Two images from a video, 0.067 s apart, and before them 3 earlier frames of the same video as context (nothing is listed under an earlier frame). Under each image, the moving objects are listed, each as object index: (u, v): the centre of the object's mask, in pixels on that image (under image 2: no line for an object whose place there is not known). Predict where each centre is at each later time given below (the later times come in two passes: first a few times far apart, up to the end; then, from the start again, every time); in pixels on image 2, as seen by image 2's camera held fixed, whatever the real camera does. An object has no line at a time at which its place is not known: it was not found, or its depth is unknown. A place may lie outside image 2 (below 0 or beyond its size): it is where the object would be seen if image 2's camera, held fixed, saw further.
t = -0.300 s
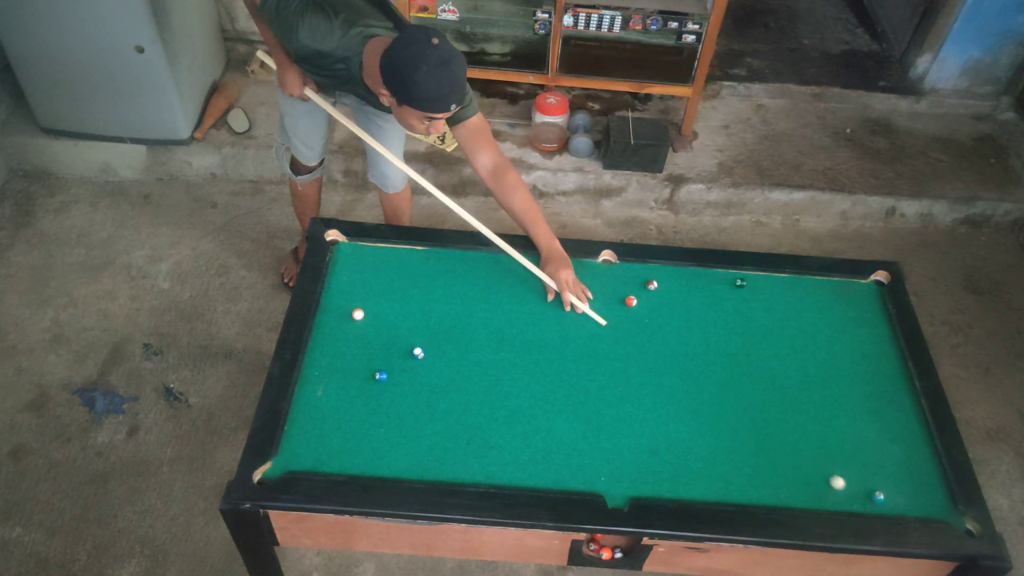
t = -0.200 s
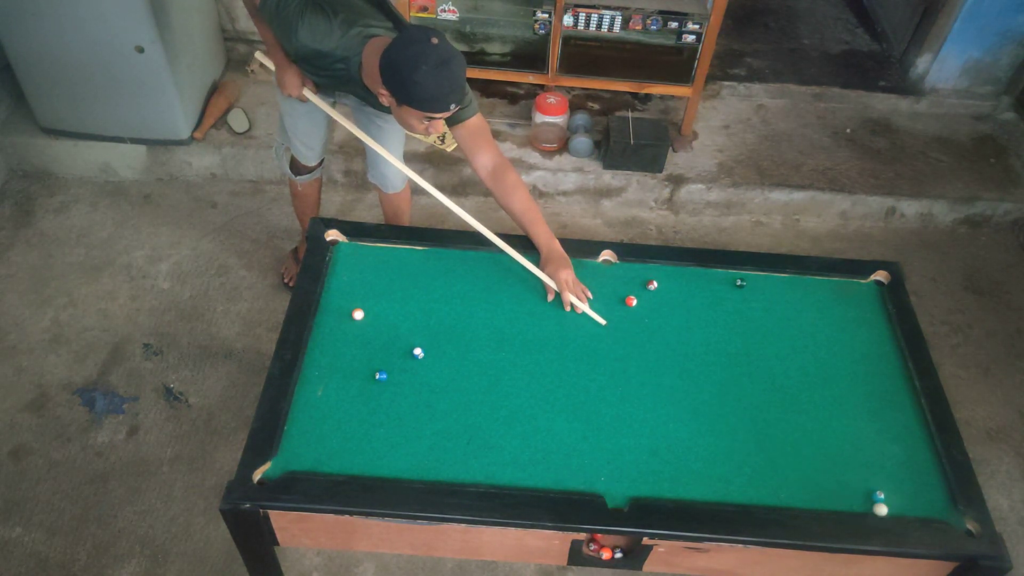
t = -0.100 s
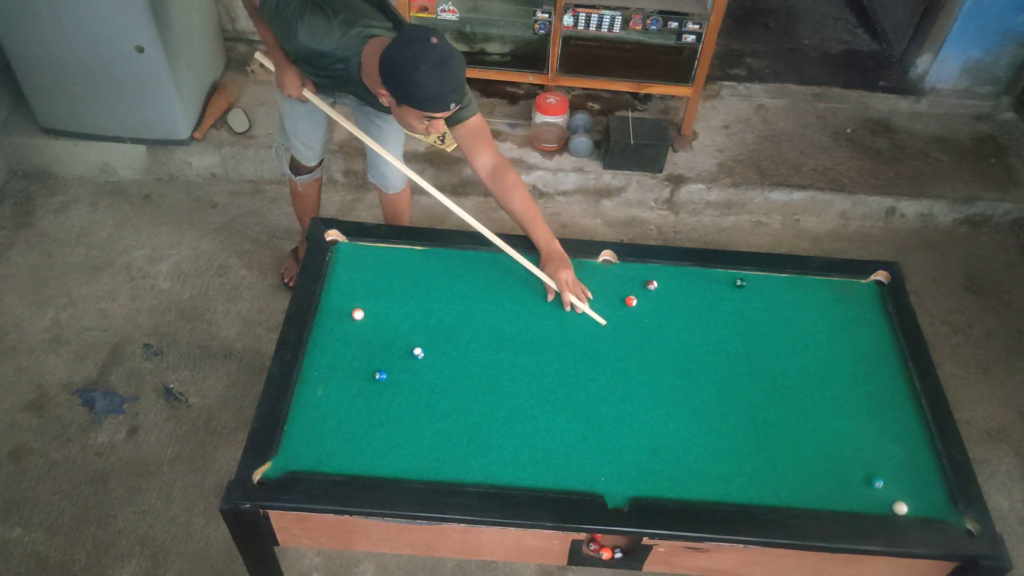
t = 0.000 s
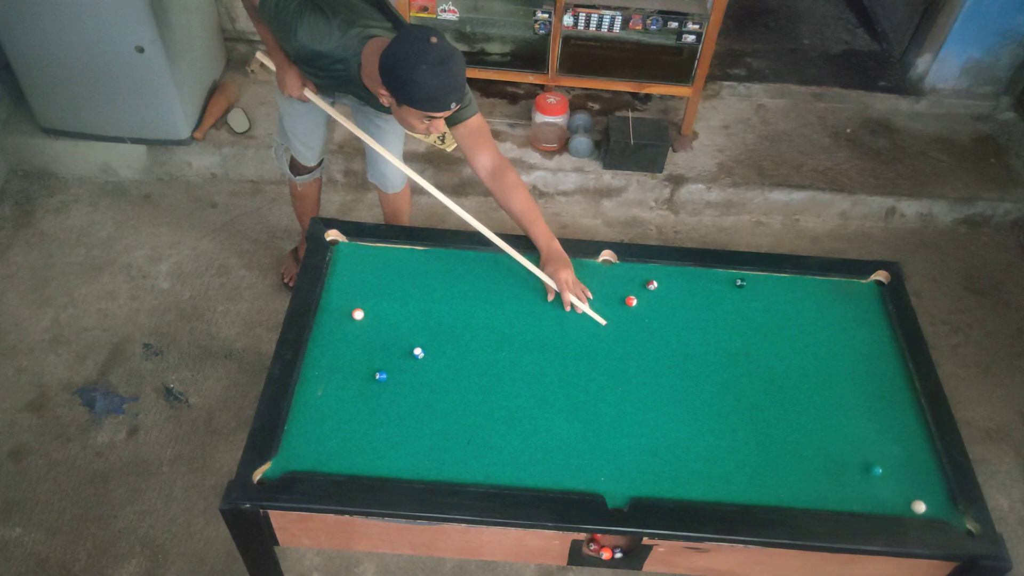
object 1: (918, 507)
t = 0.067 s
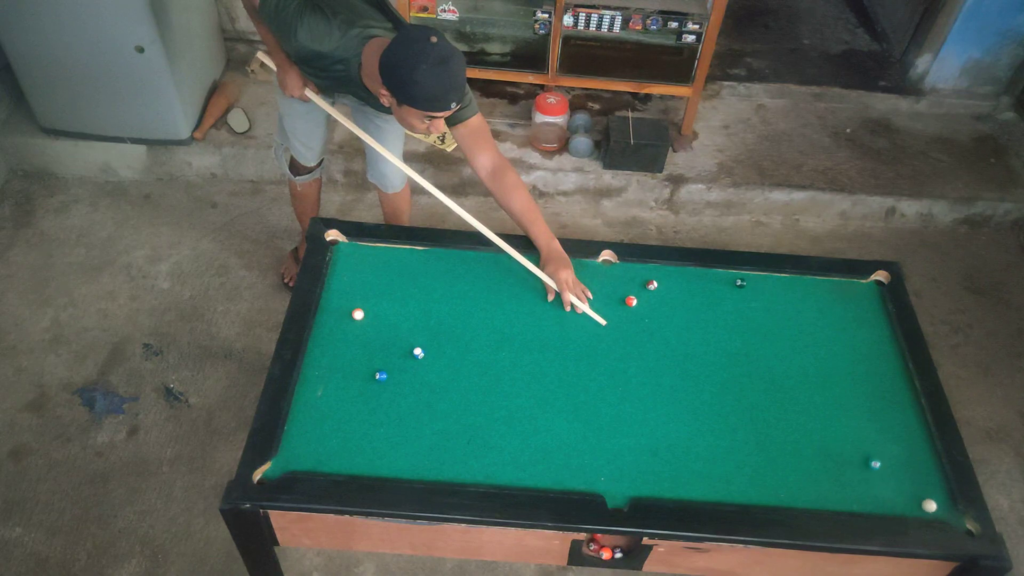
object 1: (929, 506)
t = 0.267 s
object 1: (943, 499)
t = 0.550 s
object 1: (923, 489)
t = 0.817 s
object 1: (915, 484)
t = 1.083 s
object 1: (916, 484)
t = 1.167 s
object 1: (916, 484)
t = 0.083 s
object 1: (932, 505)
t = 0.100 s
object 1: (934, 505)
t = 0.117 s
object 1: (936, 504)
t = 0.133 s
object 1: (939, 504)
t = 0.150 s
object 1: (941, 503)
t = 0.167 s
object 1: (943, 503)
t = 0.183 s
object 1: (945, 503)
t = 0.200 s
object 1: (948, 502)
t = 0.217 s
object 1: (947, 502)
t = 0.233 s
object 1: (946, 501)
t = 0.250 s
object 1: (944, 500)
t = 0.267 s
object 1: (943, 499)
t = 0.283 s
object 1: (941, 498)
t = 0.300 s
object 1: (940, 498)
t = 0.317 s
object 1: (939, 497)
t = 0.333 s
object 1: (938, 496)
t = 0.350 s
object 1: (936, 496)
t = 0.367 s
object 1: (935, 495)
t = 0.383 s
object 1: (934, 494)
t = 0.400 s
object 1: (933, 494)
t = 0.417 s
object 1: (932, 493)
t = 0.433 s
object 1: (930, 493)
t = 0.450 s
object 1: (929, 492)
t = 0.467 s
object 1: (928, 492)
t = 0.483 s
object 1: (927, 492)
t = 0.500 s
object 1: (926, 491)
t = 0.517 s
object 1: (925, 491)
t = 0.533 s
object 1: (924, 490)
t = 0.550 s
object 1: (923, 489)
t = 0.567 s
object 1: (922, 489)
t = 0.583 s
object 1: (922, 488)
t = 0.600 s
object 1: (921, 488)
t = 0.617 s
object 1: (920, 487)
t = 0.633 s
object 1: (919, 487)
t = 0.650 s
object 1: (919, 486)
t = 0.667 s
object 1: (918, 486)
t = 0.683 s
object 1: (918, 486)
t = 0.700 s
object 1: (917, 485)
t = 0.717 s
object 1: (917, 485)
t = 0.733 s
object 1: (916, 484)
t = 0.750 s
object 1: (916, 484)
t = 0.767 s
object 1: (916, 484)
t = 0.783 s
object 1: (915, 484)
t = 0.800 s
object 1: (915, 484)
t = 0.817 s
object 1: (915, 484)
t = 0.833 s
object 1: (915, 484)
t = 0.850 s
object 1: (915, 484)
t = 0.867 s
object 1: (915, 484)
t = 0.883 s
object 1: (915, 484)
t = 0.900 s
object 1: (915, 484)
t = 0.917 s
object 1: (915, 484)
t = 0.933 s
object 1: (915, 484)
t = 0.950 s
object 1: (916, 484)
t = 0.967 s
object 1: (915, 484)
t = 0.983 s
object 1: (916, 484)
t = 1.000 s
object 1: (916, 484)
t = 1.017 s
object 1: (916, 484)
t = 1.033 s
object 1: (916, 484)
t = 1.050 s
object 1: (916, 484)
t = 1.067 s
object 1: (916, 484)
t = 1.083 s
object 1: (916, 484)
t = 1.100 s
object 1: (916, 484)
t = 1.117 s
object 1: (915, 484)
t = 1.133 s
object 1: (916, 484)
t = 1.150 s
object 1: (915, 484)
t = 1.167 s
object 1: (916, 484)
